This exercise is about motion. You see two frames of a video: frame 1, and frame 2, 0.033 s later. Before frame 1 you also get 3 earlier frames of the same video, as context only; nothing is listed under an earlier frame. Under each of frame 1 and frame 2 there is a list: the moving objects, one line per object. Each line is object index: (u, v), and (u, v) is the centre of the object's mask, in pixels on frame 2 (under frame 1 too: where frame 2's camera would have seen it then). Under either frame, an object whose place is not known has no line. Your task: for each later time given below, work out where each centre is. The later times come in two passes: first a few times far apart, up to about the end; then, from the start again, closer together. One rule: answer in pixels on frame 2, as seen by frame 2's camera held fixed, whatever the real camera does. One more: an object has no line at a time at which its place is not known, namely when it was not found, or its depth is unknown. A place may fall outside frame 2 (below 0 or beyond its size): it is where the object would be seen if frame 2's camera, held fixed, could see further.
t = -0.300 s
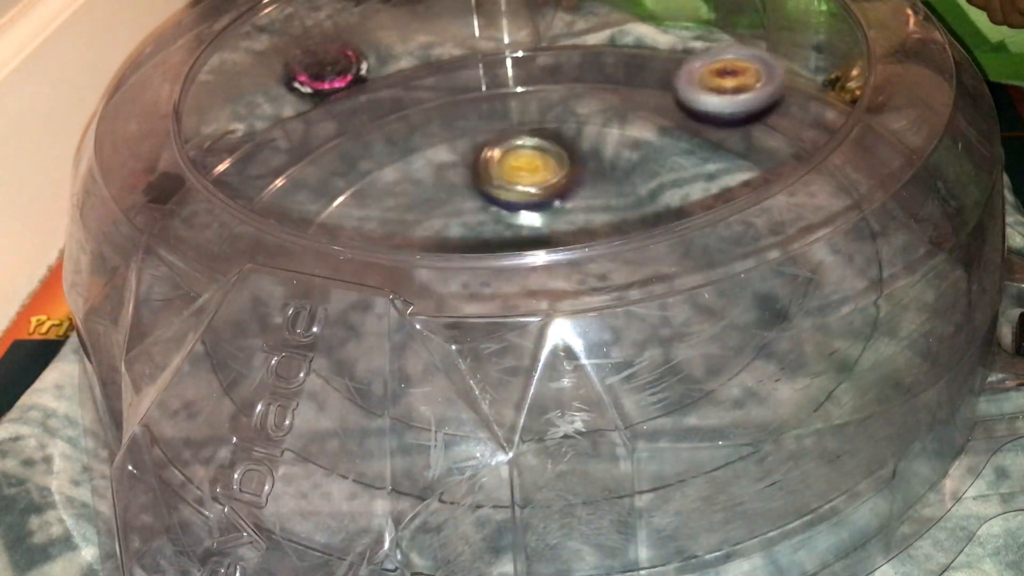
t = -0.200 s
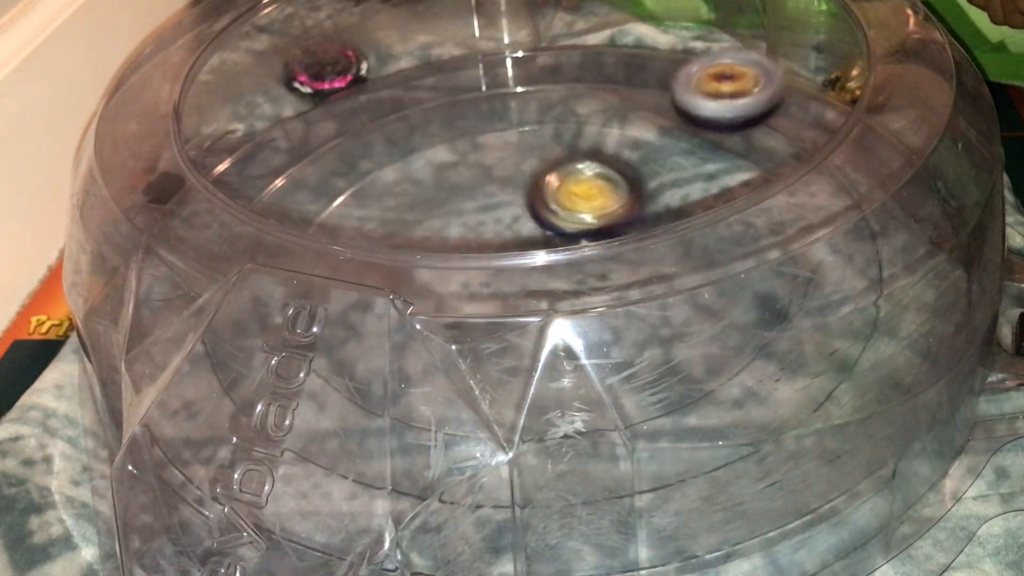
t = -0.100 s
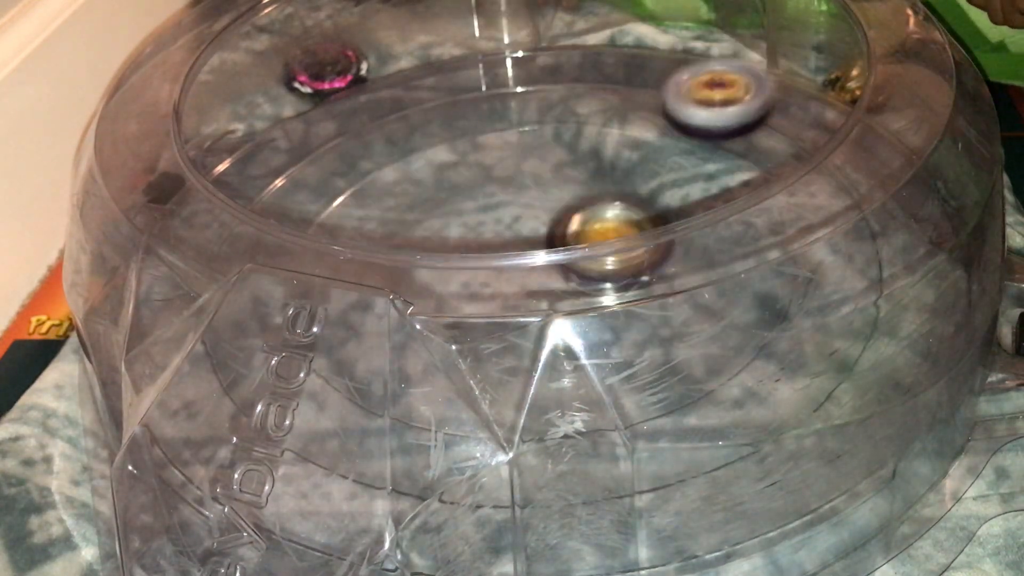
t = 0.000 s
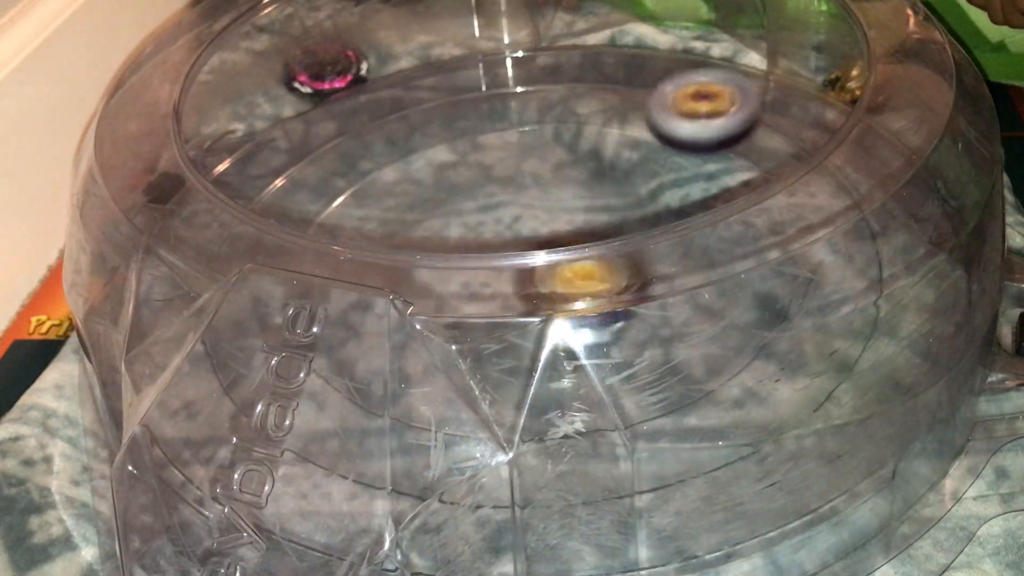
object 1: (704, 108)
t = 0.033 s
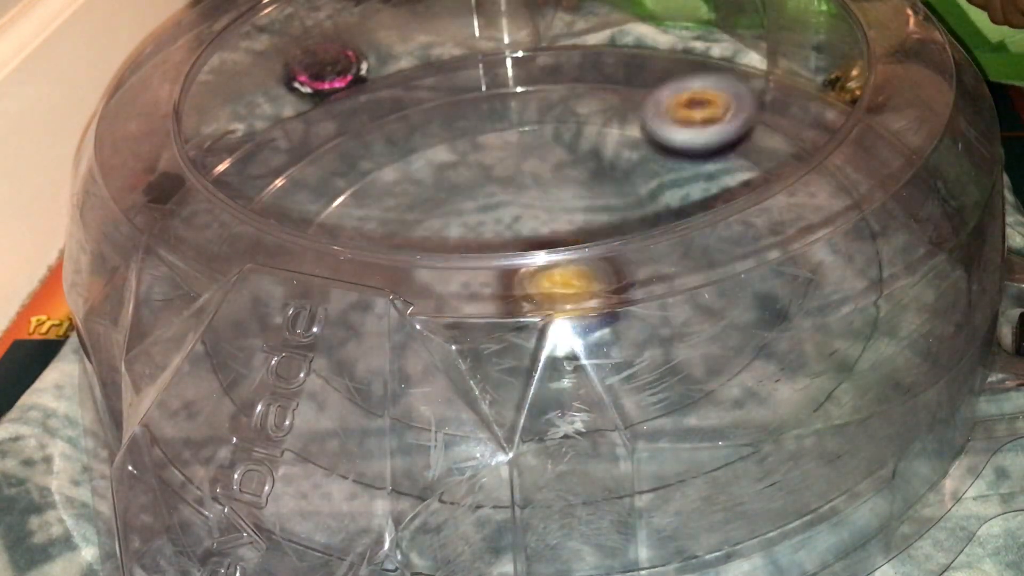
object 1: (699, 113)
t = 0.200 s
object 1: (636, 204)
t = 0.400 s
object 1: (614, 291)
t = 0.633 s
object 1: (492, 254)
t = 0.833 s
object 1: (481, 183)
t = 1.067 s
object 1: (603, 200)
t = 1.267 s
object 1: (576, 307)
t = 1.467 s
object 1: (427, 284)
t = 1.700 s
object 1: (541, 194)
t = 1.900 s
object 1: (677, 216)
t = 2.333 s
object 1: (496, 349)
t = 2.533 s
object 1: (373, 227)
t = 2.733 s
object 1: (467, 150)
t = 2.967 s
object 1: (669, 164)
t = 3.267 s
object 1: (578, 337)
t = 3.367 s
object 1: (459, 329)
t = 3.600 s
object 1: (395, 193)
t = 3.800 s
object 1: (549, 128)
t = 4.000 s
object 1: (681, 182)
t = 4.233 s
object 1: (575, 317)
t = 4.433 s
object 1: (379, 295)
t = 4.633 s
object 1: (394, 195)
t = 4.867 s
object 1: (524, 147)
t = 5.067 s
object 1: (583, 174)
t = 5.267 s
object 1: (570, 210)
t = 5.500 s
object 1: (540, 191)
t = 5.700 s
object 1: (533, 177)
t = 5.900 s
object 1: (528, 153)
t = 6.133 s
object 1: (485, 148)
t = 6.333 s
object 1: (446, 131)
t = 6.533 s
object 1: (454, 168)
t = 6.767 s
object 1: (386, 213)
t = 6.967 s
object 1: (376, 252)
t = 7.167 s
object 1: (438, 311)
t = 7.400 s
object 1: (506, 319)
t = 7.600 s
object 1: (744, 327)
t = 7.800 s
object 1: (860, 319)
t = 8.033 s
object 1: (787, 261)
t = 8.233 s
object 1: (733, 238)
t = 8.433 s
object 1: (637, 188)
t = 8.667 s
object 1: (464, 147)
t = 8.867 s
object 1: (353, 84)
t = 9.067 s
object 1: (340, 84)
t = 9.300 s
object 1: (360, 110)
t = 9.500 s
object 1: (432, 140)
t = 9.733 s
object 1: (644, 188)
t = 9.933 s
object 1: (699, 187)
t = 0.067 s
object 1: (690, 127)
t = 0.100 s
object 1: (680, 142)
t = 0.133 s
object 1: (666, 163)
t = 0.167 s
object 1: (652, 183)
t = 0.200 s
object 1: (636, 204)
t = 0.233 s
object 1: (613, 233)
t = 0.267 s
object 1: (589, 254)
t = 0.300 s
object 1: (587, 282)
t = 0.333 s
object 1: (602, 289)
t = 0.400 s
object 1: (614, 291)
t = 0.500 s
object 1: (594, 289)
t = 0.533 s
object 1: (568, 287)
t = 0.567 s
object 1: (543, 283)
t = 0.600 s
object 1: (513, 269)
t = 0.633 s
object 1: (492, 254)
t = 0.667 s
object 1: (477, 240)
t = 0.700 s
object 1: (469, 223)
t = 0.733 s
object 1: (466, 213)
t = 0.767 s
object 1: (467, 202)
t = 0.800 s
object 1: (471, 192)
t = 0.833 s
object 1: (481, 183)
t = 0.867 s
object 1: (494, 176)
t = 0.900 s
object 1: (510, 174)
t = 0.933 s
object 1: (527, 173)
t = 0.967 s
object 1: (547, 175)
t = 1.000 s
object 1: (566, 180)
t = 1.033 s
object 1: (586, 189)
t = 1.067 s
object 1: (603, 200)
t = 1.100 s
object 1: (612, 207)
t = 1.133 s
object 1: (621, 232)
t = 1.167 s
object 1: (622, 249)
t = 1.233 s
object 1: (601, 297)
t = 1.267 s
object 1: (576, 307)
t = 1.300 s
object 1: (550, 313)
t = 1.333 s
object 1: (515, 319)
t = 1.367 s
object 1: (485, 314)
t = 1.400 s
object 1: (467, 309)
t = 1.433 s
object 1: (444, 306)
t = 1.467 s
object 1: (427, 284)
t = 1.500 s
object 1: (428, 268)
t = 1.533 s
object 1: (435, 251)
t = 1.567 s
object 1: (450, 228)
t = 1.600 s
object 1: (468, 221)
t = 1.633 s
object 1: (489, 214)
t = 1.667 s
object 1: (514, 202)
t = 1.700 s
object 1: (541, 194)
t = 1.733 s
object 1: (566, 191)
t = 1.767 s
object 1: (591, 191)
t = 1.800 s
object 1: (612, 193)
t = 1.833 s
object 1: (629, 197)
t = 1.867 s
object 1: (645, 207)
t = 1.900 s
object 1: (677, 216)
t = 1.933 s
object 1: (702, 225)
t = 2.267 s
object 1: (576, 354)
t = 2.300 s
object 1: (528, 357)
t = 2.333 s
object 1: (496, 349)
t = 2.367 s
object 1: (469, 323)
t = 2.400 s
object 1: (448, 311)
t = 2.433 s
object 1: (410, 307)
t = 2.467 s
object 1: (384, 294)
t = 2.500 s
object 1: (376, 269)
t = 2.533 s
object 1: (373, 227)
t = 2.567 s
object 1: (376, 218)
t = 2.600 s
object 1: (379, 207)
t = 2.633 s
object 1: (394, 192)
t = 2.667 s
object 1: (413, 176)
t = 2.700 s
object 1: (439, 162)
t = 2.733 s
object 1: (467, 150)
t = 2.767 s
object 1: (497, 141)
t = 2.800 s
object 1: (528, 136)
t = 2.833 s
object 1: (560, 135)
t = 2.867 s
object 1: (591, 137)
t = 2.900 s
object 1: (621, 143)
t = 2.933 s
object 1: (648, 151)
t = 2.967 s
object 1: (669, 164)
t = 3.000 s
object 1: (688, 177)
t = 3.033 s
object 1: (704, 197)
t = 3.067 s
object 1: (709, 215)
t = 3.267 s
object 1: (578, 337)
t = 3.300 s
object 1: (535, 350)
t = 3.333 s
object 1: (498, 349)
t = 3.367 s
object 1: (459, 329)
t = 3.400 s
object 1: (427, 318)
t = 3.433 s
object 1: (401, 307)
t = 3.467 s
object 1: (384, 293)
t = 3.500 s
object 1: (387, 233)
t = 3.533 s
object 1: (381, 221)
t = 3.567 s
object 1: (383, 209)
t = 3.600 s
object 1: (395, 193)
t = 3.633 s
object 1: (413, 174)
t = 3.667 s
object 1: (435, 159)
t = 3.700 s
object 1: (462, 145)
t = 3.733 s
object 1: (488, 137)
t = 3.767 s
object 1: (517, 132)
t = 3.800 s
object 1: (549, 128)
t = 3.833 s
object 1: (572, 128)
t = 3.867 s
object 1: (604, 134)
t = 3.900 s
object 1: (629, 143)
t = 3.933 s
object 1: (651, 153)
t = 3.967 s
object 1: (669, 168)
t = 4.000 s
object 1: (681, 182)
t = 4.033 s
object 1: (690, 205)
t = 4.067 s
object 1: (692, 224)
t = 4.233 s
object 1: (575, 317)
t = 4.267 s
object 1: (535, 324)
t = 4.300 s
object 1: (493, 321)
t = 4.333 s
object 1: (463, 294)
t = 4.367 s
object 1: (434, 311)
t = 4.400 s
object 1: (389, 305)
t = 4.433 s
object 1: (379, 295)
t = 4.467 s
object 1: (371, 270)
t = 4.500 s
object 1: (368, 229)
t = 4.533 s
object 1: (366, 221)
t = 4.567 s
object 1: (373, 212)
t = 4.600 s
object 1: (380, 204)
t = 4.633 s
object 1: (394, 195)
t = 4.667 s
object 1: (415, 185)
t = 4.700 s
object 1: (439, 178)
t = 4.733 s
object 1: (466, 170)
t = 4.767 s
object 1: (485, 166)
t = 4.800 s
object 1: (507, 163)
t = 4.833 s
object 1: (515, 155)
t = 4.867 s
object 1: (524, 147)
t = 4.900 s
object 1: (532, 144)
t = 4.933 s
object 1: (545, 143)
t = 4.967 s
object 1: (557, 148)
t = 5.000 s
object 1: (567, 155)
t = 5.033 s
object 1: (576, 163)
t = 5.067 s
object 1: (583, 174)
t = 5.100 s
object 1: (588, 185)
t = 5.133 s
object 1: (588, 193)
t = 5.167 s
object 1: (584, 195)
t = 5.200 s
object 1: (580, 199)
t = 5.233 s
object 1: (577, 205)
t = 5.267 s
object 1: (570, 210)
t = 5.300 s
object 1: (564, 214)
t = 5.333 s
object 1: (555, 212)
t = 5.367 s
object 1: (548, 206)
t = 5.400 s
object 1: (542, 201)
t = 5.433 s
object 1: (540, 195)
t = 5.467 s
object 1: (539, 192)
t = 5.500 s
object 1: (540, 191)
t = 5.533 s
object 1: (540, 189)
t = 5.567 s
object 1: (540, 189)
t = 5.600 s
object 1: (540, 190)
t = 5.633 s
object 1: (539, 191)
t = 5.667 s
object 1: (539, 191)
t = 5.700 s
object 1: (533, 177)
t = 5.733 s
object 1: (531, 165)
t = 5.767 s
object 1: (529, 157)
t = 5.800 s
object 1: (529, 153)
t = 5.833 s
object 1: (529, 151)
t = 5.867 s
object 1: (528, 151)
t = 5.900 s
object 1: (528, 153)
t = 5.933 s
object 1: (527, 154)
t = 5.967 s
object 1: (527, 157)
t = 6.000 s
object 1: (526, 161)
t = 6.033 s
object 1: (525, 166)
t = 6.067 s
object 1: (524, 172)
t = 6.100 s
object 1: (505, 160)
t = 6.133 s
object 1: (485, 148)
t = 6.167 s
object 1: (469, 139)
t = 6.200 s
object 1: (460, 134)
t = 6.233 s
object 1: (454, 131)
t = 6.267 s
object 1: (450, 130)
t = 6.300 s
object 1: (447, 130)
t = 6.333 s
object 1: (446, 131)
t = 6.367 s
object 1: (444, 133)
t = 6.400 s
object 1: (445, 137)
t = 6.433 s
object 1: (446, 142)
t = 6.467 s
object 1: (449, 150)
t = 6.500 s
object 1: (451, 158)
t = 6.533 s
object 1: (454, 168)
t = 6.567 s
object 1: (456, 181)
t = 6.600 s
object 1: (460, 193)
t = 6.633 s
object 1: (445, 203)
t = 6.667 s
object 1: (426, 206)
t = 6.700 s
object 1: (410, 208)
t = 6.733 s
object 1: (397, 212)
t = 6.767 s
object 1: (386, 213)
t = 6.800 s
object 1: (380, 216)
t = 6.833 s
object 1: (376, 218)
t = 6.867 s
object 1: (373, 231)
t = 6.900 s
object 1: (372, 240)
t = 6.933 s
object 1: (374, 244)
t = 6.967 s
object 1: (376, 252)
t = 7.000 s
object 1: (383, 257)
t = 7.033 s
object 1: (393, 264)
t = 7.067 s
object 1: (404, 272)
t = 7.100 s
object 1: (416, 285)
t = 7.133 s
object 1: (431, 305)
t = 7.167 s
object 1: (438, 311)
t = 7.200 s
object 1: (448, 317)
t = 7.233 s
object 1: (457, 322)
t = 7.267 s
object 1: (472, 322)
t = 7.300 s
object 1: (481, 323)
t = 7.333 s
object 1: (489, 324)
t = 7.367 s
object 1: (493, 323)
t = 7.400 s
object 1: (506, 319)
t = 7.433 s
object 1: (514, 311)
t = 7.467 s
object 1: (535, 297)
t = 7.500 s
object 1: (608, 316)
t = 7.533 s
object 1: (653, 322)
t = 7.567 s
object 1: (692, 328)
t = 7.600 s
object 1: (744, 327)
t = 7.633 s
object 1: (793, 333)
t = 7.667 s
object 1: (841, 338)
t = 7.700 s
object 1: (877, 336)
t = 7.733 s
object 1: (887, 340)
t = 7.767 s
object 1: (873, 326)
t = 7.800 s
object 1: (860, 319)
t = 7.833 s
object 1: (850, 310)
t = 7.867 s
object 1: (836, 308)
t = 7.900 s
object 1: (822, 297)
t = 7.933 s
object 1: (815, 287)
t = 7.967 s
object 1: (807, 283)
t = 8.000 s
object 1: (796, 272)
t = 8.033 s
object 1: (787, 261)
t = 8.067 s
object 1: (779, 255)
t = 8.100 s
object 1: (770, 254)
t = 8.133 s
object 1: (758, 252)
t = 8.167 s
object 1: (745, 251)
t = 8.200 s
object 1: (738, 241)
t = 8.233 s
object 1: (733, 238)
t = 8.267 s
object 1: (716, 210)
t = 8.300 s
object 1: (702, 199)
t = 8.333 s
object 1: (686, 185)
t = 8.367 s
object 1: (673, 183)
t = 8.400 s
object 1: (656, 187)
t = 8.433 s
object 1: (637, 188)
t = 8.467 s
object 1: (617, 188)
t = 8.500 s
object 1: (601, 188)
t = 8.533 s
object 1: (580, 189)
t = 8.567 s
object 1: (555, 186)
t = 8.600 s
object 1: (521, 173)
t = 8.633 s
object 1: (491, 162)
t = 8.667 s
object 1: (464, 147)
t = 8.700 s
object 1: (437, 132)
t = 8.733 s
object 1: (417, 116)
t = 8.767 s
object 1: (400, 109)
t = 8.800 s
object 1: (380, 100)
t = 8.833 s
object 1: (364, 89)
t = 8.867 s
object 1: (353, 84)
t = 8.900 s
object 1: (339, 77)
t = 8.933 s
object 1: (341, 78)
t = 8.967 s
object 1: (342, 81)
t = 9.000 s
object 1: (343, 82)
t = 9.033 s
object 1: (342, 82)
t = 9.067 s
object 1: (340, 84)
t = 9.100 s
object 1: (339, 85)
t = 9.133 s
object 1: (338, 88)
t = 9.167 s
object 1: (337, 91)
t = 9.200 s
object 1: (338, 94)
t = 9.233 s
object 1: (341, 97)
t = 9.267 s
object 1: (349, 105)
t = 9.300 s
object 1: (360, 110)
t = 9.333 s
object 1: (367, 112)
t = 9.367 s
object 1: (374, 114)
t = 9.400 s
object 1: (386, 116)
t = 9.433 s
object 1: (395, 120)
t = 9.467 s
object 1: (414, 132)
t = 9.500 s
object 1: (432, 140)
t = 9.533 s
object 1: (463, 149)
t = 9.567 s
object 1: (492, 159)
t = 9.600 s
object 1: (523, 170)
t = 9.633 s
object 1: (560, 181)
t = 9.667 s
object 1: (585, 186)
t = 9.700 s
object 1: (619, 187)
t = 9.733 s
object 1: (644, 188)
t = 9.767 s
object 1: (663, 188)
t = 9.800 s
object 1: (685, 185)
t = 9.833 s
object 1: (692, 188)
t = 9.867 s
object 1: (698, 191)
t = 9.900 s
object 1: (701, 187)
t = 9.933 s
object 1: (699, 187)
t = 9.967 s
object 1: (699, 185)
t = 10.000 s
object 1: (694, 184)
